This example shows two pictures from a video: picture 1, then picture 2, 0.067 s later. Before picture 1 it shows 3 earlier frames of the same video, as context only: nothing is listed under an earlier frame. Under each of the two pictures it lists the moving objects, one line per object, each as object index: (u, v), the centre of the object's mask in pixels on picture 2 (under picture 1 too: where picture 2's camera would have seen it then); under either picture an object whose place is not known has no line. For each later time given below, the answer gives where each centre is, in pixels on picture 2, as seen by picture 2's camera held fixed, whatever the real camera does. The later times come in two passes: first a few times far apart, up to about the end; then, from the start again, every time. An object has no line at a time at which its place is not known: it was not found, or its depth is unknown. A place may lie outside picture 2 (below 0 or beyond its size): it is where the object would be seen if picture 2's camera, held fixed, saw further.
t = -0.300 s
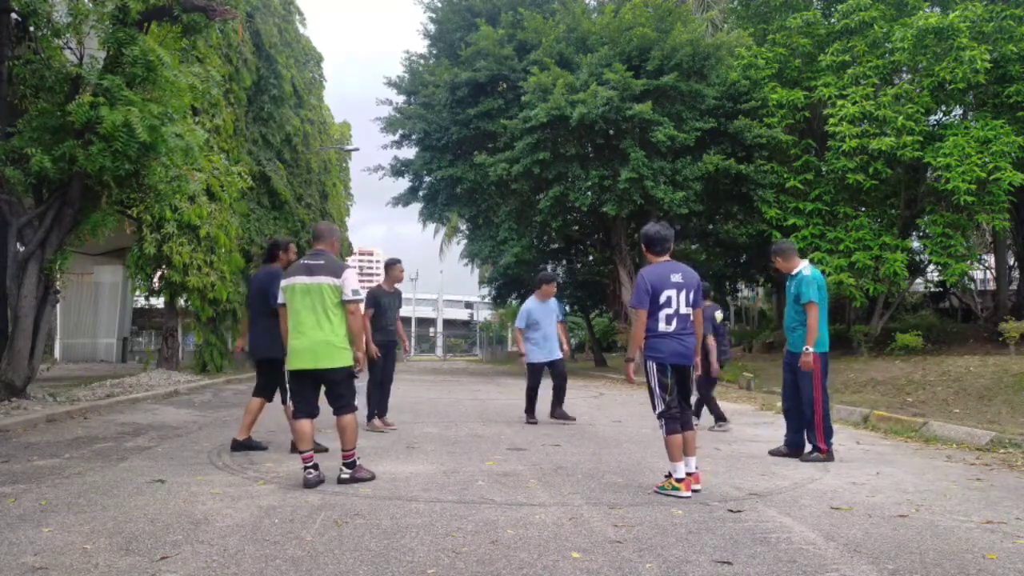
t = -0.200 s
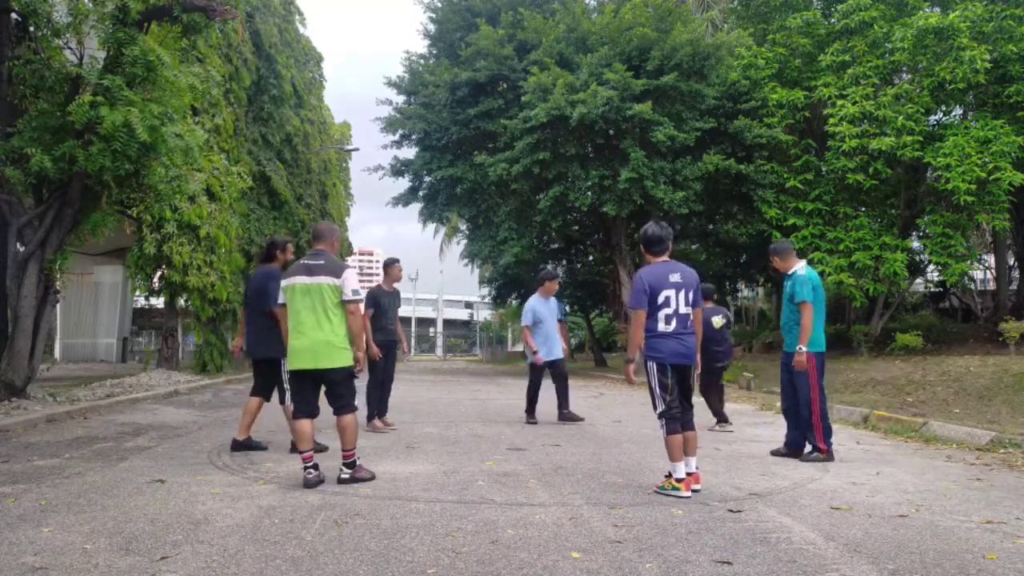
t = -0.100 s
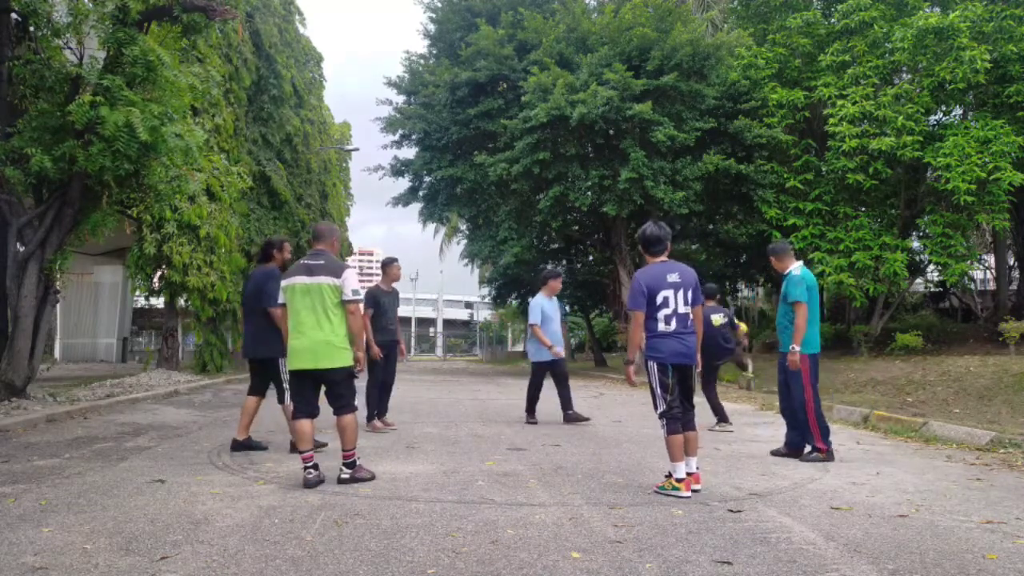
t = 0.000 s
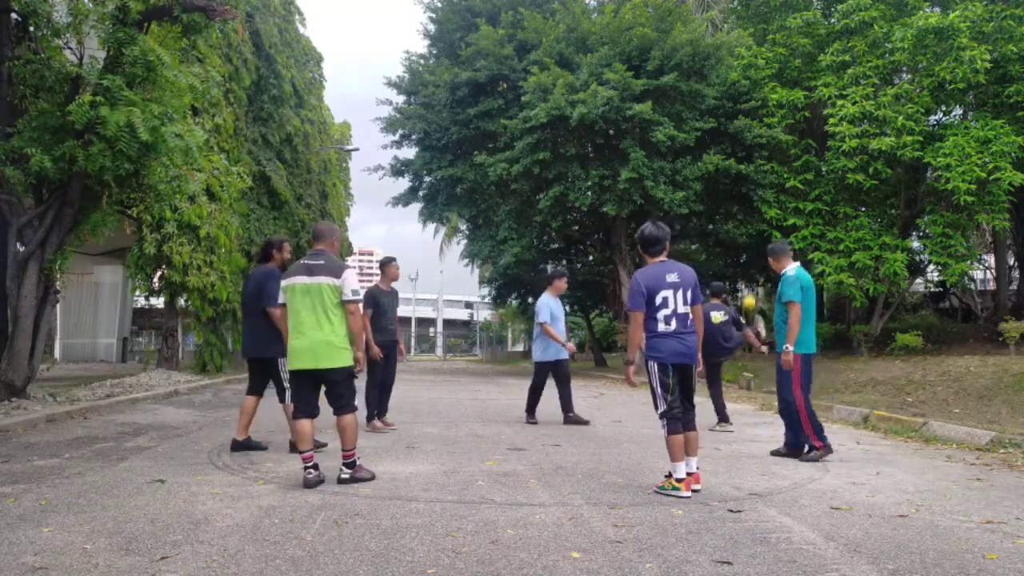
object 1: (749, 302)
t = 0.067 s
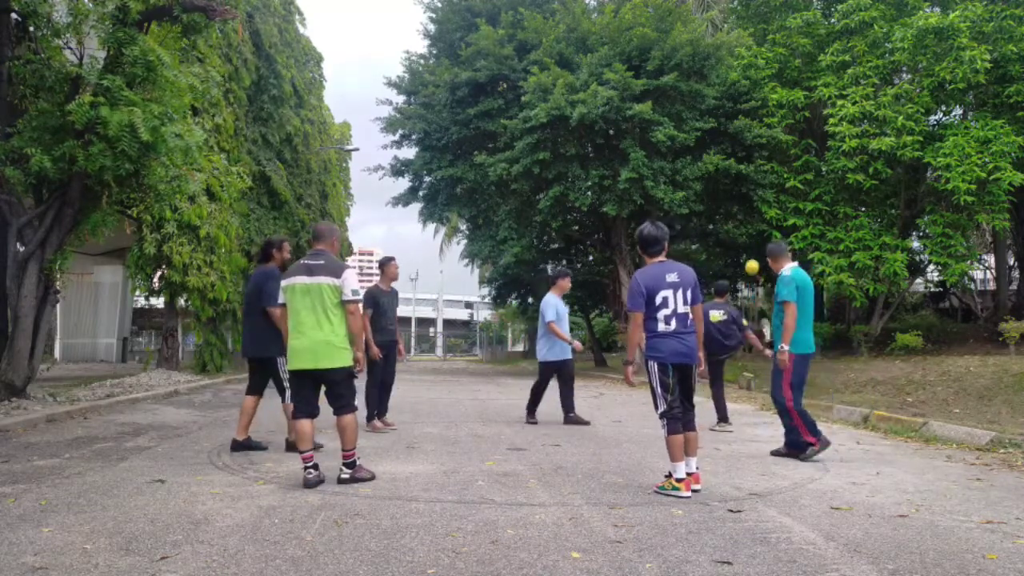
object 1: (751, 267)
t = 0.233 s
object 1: (759, 191)
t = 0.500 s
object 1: (775, 108)
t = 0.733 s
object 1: (792, 88)
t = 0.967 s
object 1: (815, 140)
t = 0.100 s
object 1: (753, 250)
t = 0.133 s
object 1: (754, 235)
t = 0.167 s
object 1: (756, 219)
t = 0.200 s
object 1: (758, 205)
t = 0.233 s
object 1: (759, 191)
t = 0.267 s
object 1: (761, 177)
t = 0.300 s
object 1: (762, 165)
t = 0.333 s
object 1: (764, 153)
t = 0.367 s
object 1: (766, 143)
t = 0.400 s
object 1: (768, 133)
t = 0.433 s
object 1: (771, 123)
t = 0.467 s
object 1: (773, 115)
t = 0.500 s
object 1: (775, 108)
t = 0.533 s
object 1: (777, 102)
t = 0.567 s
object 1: (779, 97)
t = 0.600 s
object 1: (782, 94)
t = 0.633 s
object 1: (783, 92)
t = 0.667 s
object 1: (787, 89)
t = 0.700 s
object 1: (789, 88)
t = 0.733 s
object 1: (792, 88)
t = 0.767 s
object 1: (796, 91)
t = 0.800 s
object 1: (799, 94)
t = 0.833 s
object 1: (802, 101)
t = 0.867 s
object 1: (805, 107)
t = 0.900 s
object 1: (808, 117)
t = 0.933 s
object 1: (811, 127)
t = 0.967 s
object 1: (815, 140)
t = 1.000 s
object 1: (819, 154)
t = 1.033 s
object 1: (823, 170)
